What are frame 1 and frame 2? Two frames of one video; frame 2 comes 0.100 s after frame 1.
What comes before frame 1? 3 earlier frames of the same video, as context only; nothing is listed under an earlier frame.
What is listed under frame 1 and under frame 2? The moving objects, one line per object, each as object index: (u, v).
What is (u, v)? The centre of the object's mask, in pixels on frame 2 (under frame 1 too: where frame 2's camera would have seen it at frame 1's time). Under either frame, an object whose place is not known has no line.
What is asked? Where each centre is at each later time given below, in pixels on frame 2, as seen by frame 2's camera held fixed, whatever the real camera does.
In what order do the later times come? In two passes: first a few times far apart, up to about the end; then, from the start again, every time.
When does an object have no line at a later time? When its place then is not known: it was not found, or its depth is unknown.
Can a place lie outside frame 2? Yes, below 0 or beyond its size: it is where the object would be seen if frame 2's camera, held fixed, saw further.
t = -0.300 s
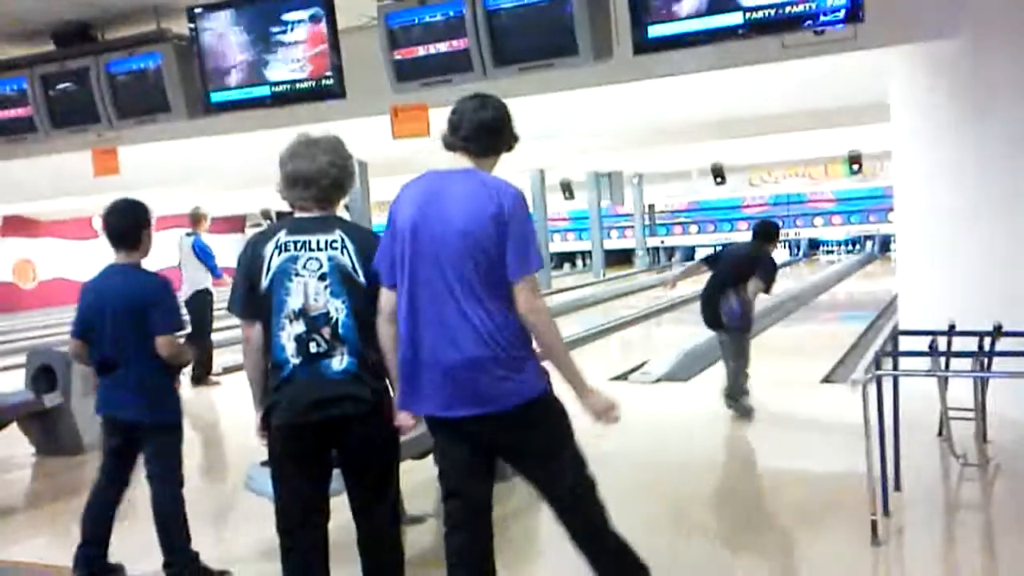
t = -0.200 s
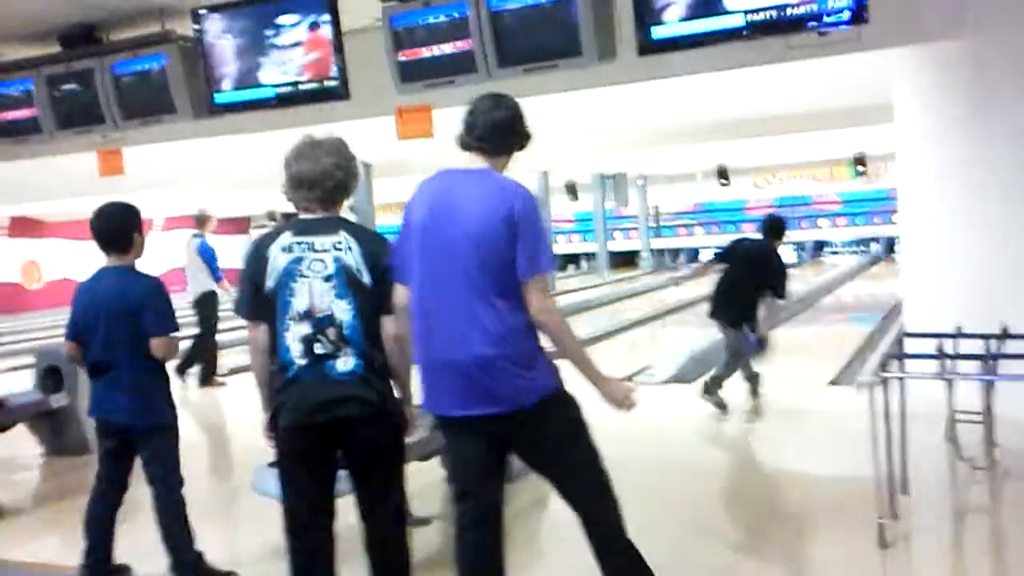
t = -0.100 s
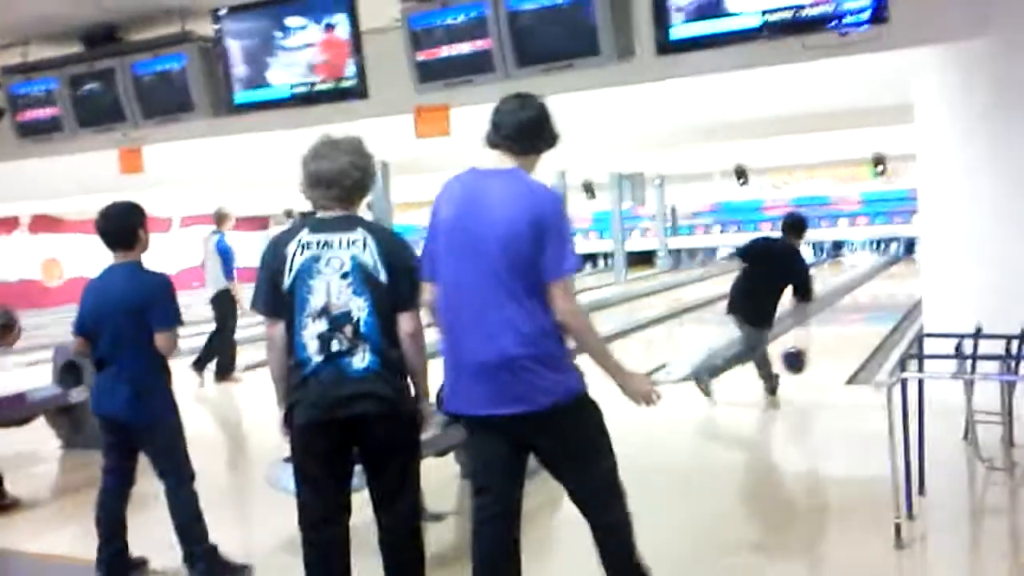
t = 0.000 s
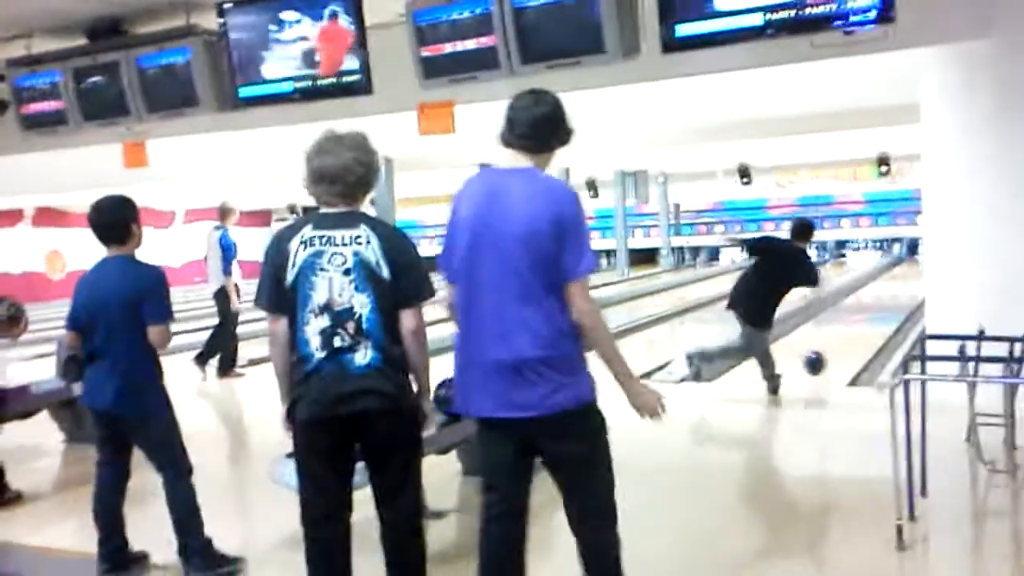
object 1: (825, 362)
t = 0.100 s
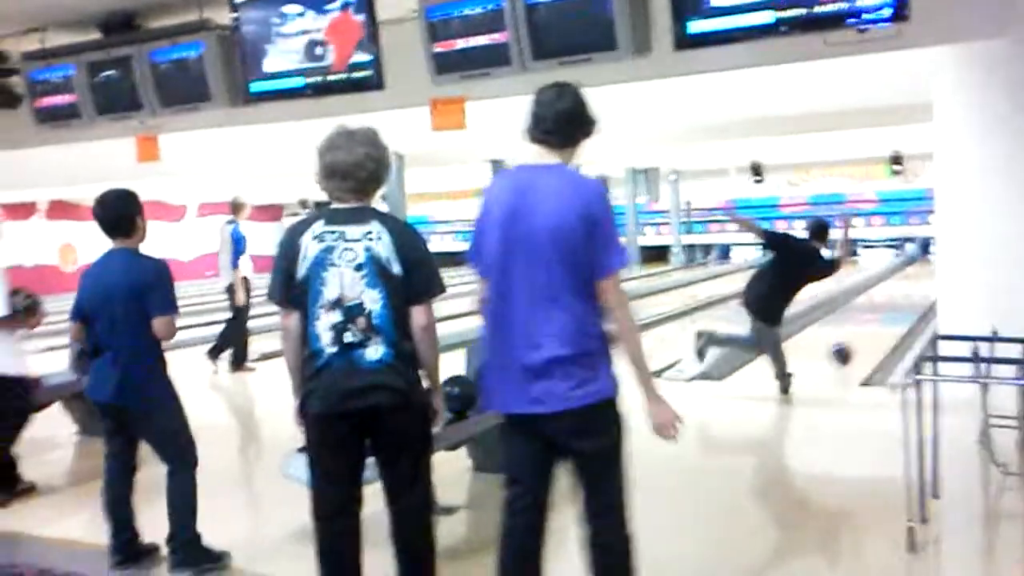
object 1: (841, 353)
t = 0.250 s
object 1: (858, 337)
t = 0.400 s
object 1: (873, 324)
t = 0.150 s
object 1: (848, 348)
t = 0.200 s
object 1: (853, 343)
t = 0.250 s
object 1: (858, 337)
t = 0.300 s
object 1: (863, 332)
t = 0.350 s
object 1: (868, 328)
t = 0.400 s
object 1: (873, 324)
